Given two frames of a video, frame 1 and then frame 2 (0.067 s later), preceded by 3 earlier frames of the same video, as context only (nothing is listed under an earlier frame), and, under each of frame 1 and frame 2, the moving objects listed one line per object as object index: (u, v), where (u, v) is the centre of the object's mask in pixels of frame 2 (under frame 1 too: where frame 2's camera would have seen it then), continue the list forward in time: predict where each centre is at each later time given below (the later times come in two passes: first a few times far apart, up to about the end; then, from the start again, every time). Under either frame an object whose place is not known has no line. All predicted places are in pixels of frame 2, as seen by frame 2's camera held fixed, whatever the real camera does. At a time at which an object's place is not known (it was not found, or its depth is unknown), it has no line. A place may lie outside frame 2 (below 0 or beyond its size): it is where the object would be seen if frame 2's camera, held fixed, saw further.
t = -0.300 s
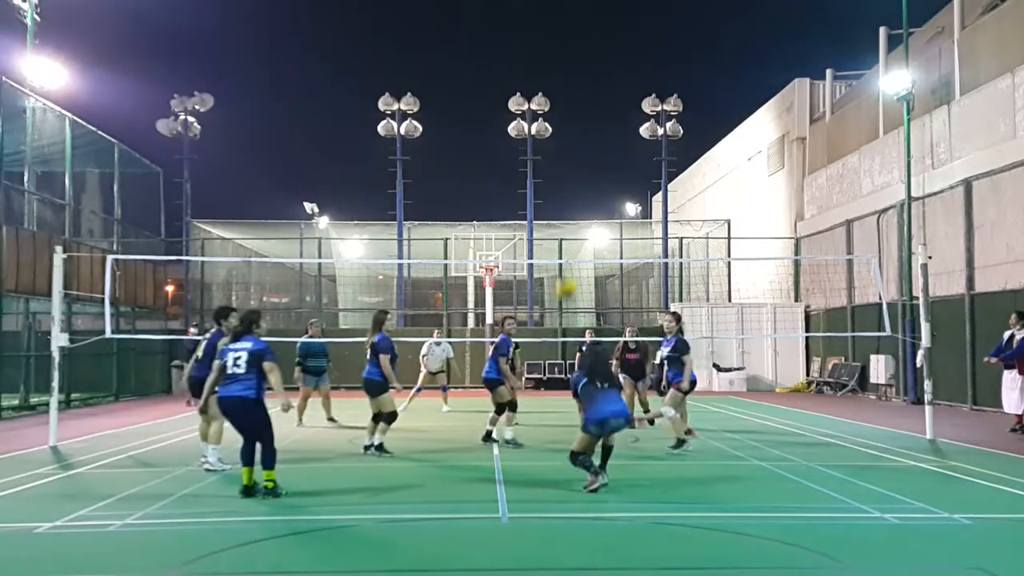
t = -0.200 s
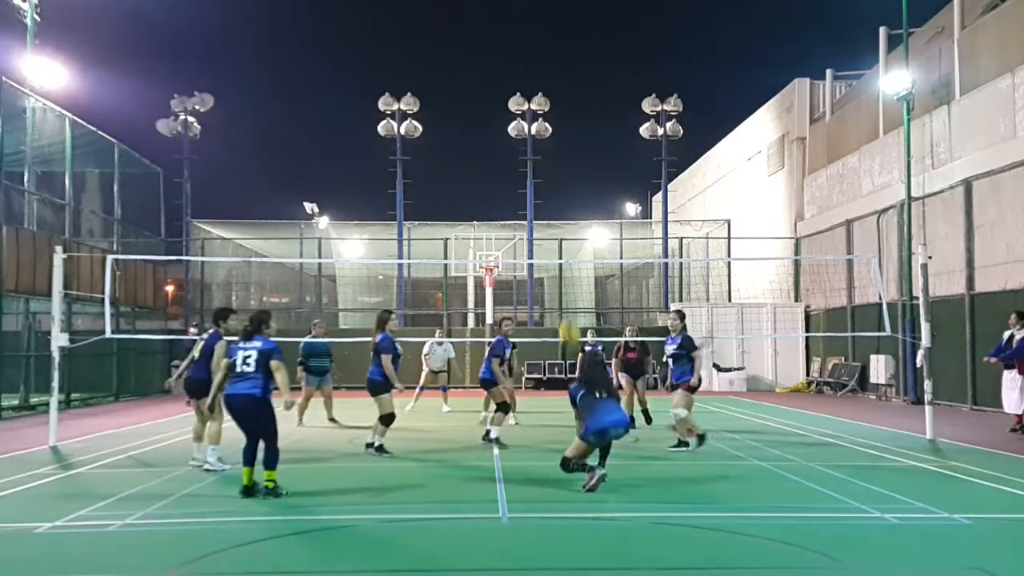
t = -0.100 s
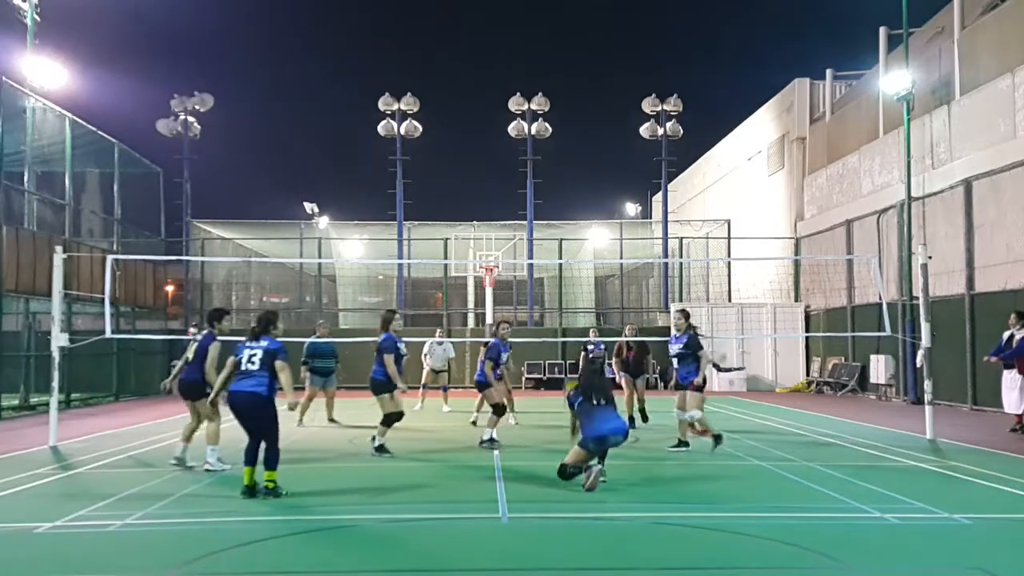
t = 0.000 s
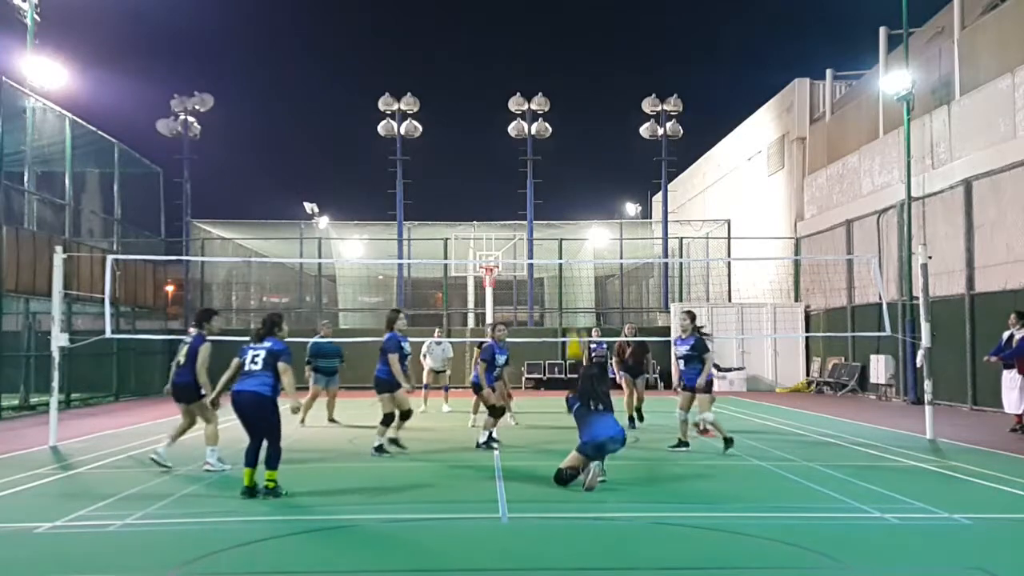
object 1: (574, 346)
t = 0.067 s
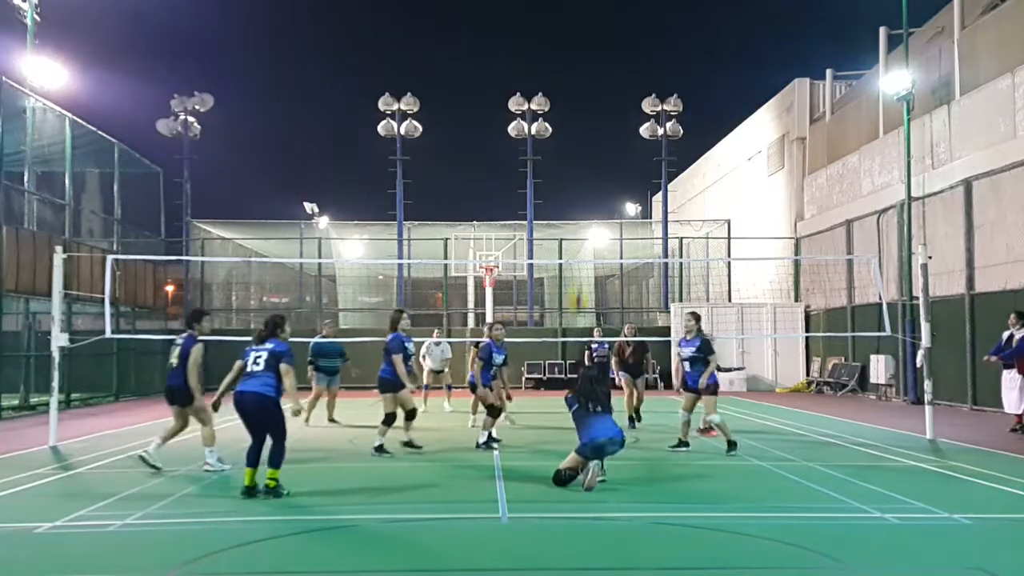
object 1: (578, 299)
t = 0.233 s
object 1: (580, 205)
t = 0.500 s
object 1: (585, 120)
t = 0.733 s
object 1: (588, 104)
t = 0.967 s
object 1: (591, 139)
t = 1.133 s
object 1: (594, 193)
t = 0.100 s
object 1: (579, 278)
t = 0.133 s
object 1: (579, 258)
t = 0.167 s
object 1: (577, 242)
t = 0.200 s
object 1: (579, 218)
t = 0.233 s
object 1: (580, 205)
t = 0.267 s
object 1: (581, 190)
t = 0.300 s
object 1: (581, 177)
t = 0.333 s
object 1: (582, 165)
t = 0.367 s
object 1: (583, 154)
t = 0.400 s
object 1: (583, 142)
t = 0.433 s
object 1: (584, 135)
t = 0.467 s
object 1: (584, 127)
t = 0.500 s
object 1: (585, 120)
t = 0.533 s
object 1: (586, 115)
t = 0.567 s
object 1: (586, 110)
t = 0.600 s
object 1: (586, 107)
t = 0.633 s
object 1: (587, 104)
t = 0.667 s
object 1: (587, 103)
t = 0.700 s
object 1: (588, 103)
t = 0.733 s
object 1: (588, 104)
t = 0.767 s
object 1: (589, 106)
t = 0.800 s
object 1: (589, 109)
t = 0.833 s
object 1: (590, 113)
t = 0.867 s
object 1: (590, 118)
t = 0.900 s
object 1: (590, 124)
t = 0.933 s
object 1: (591, 130)
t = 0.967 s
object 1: (591, 139)
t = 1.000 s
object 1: (592, 149)
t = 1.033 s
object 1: (592, 158)
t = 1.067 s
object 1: (593, 168)
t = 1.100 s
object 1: (593, 181)
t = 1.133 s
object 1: (594, 193)
